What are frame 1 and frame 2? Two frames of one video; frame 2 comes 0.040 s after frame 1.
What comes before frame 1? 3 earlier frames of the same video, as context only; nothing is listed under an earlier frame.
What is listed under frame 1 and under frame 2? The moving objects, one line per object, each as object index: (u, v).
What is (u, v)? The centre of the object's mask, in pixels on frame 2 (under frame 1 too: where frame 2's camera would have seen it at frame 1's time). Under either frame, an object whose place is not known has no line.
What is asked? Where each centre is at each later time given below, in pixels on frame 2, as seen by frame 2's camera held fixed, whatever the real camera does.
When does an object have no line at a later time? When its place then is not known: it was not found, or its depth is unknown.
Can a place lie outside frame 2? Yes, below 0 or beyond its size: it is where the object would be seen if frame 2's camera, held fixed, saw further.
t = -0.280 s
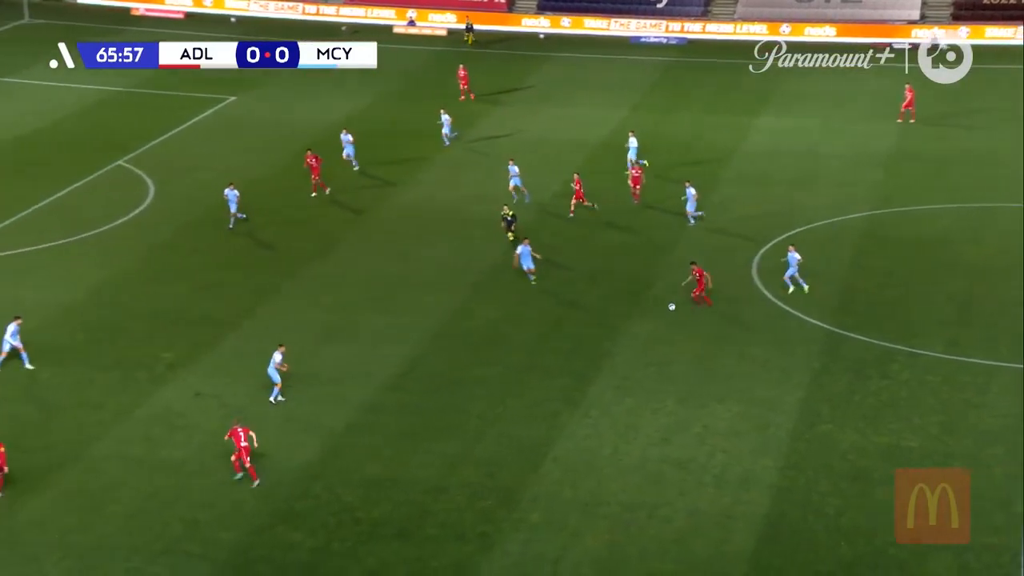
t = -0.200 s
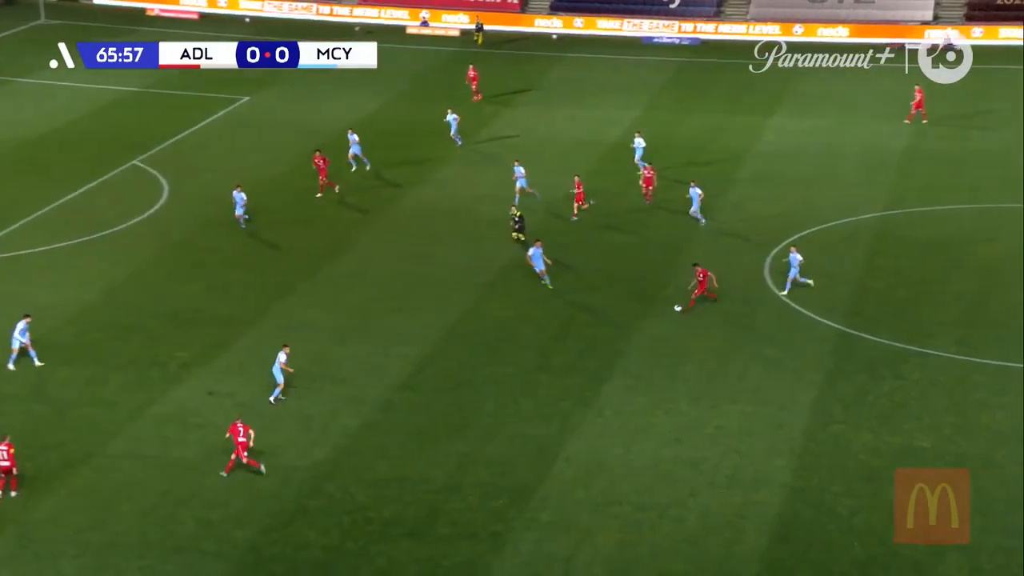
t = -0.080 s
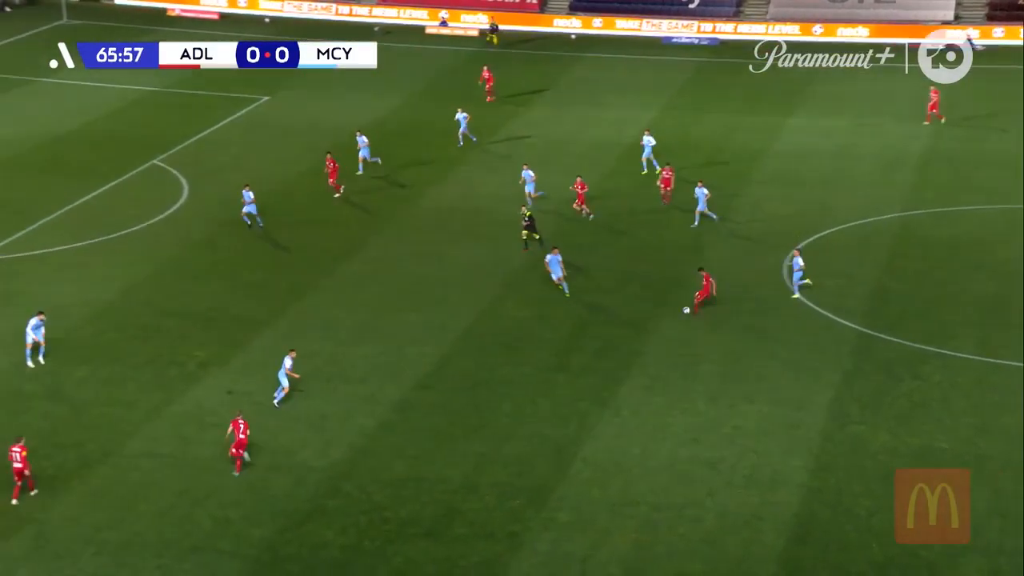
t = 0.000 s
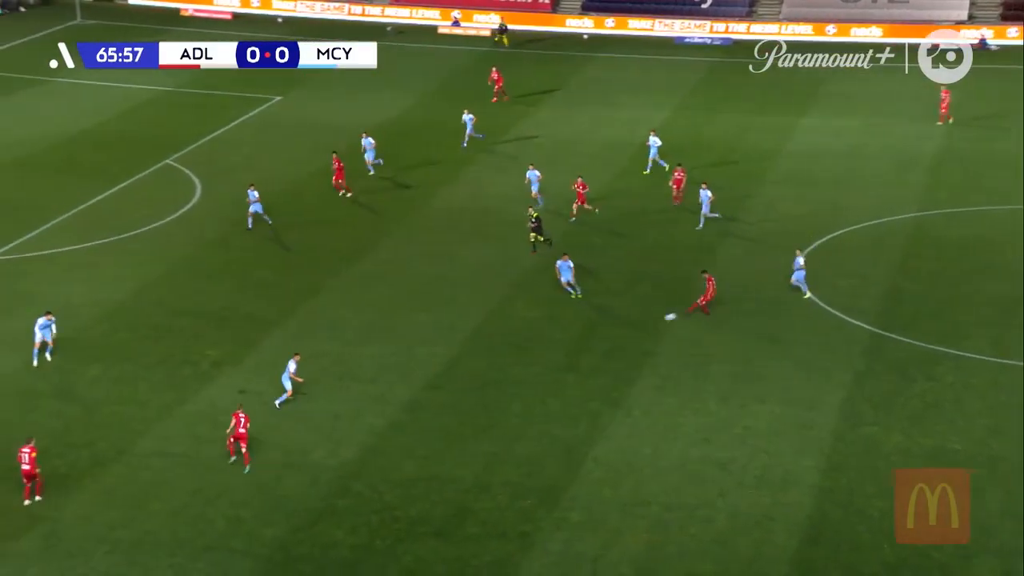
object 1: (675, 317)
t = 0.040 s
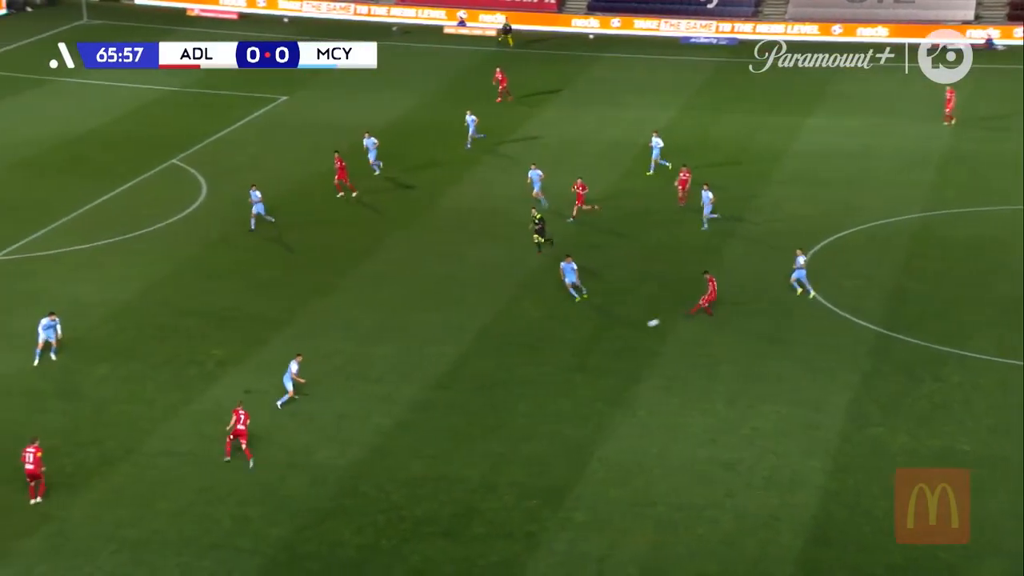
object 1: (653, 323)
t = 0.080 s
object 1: (630, 330)
